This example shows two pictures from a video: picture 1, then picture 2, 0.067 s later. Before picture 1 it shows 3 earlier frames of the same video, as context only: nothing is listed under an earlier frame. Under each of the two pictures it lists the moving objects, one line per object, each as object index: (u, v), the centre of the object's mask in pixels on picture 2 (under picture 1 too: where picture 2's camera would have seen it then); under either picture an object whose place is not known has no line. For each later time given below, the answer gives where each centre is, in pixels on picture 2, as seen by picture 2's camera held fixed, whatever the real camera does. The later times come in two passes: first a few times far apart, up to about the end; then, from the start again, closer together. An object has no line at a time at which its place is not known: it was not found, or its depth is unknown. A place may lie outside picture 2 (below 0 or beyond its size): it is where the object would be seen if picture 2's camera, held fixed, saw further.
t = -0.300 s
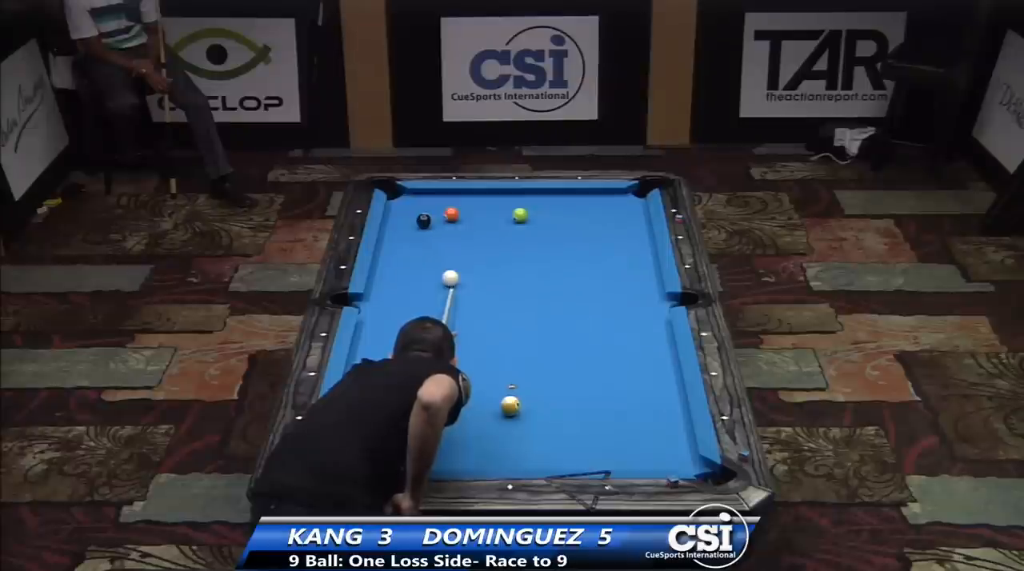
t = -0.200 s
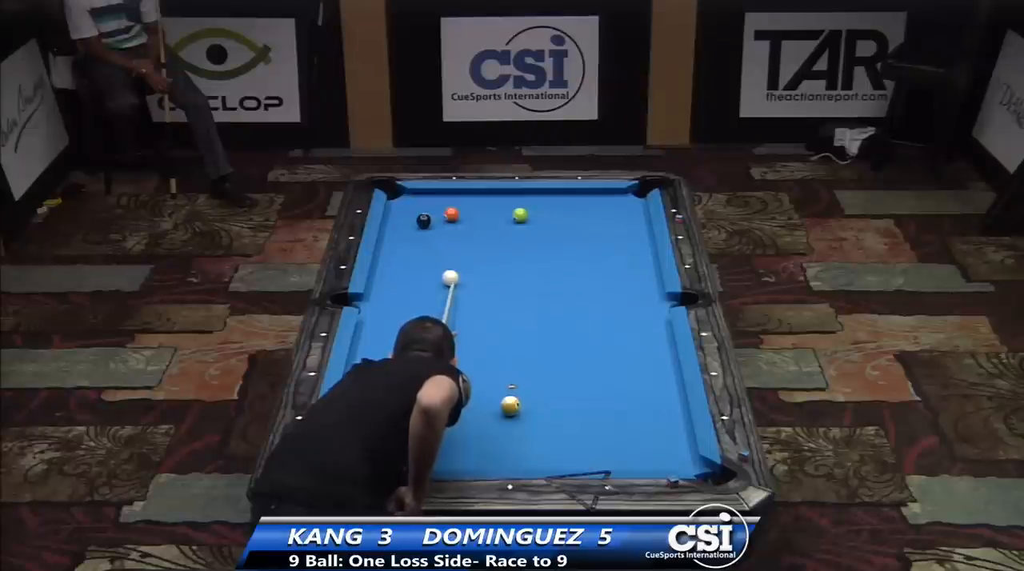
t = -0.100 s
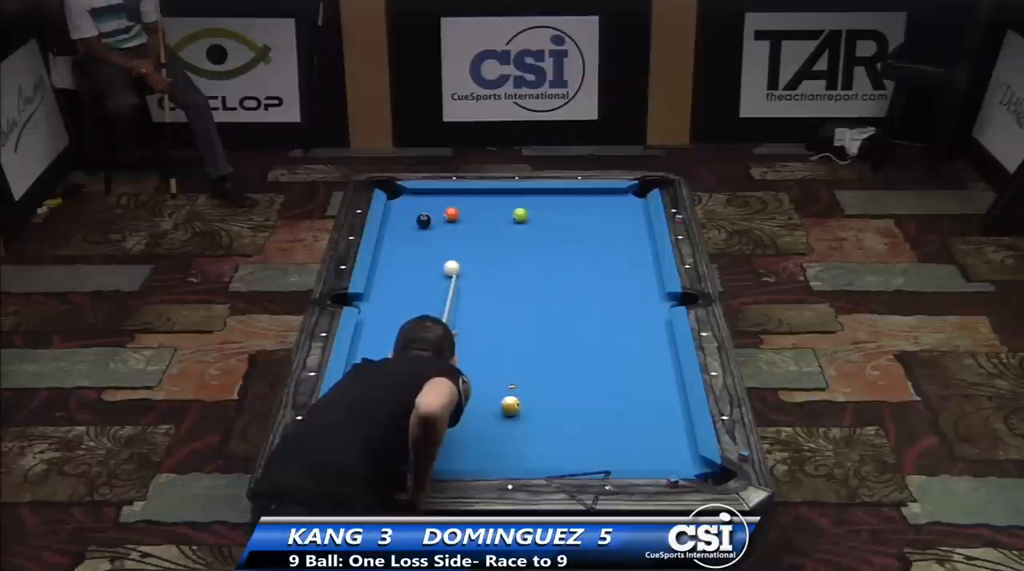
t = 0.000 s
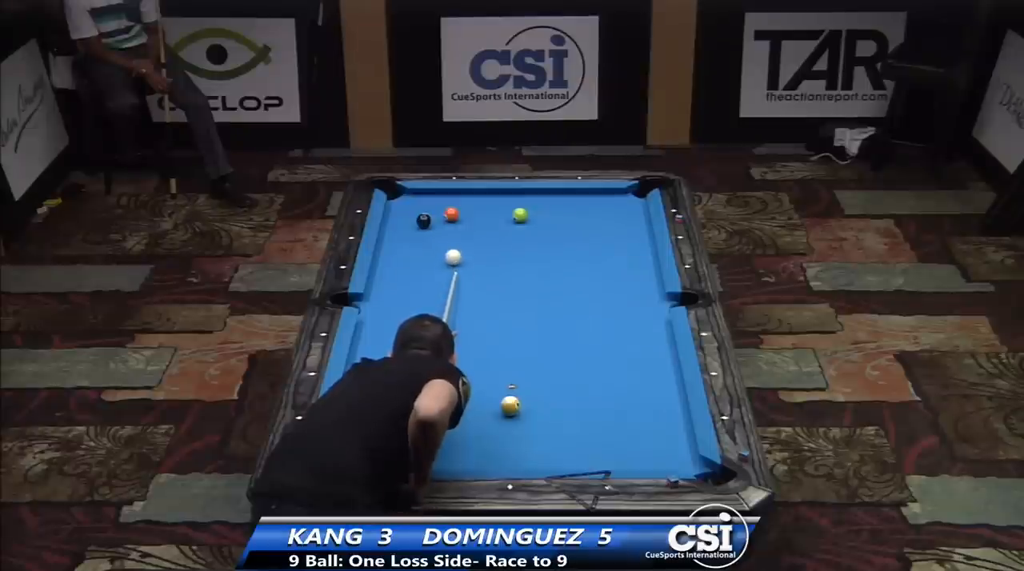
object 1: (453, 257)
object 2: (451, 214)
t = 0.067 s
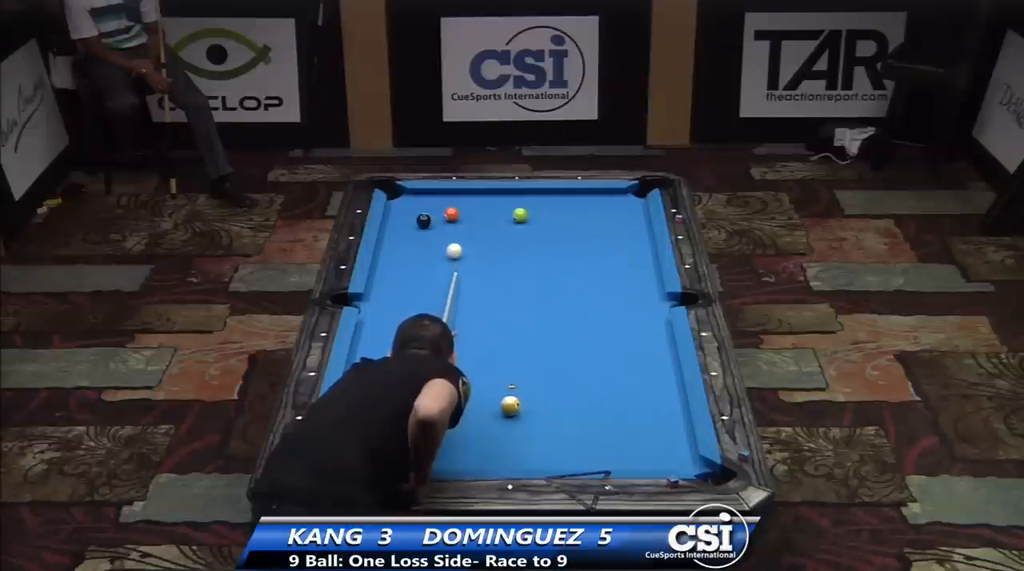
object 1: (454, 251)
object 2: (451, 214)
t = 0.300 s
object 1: (457, 231)
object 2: (451, 214)
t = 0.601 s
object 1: (473, 213)
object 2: (440, 208)
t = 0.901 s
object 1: (497, 202)
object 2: (423, 200)
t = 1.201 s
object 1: (519, 192)
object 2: (408, 193)
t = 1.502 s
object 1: (544, 197)
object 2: (392, 194)
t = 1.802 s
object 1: (568, 202)
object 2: (393, 193)
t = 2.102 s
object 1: (591, 207)
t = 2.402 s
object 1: (612, 212)
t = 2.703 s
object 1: (633, 216)
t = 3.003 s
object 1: (638, 220)
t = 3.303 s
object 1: (628, 223)
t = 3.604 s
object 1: (620, 226)
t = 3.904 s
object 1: (613, 227)
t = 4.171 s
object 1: (608, 229)
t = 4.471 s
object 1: (603, 231)
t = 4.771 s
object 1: (600, 232)
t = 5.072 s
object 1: (598, 232)
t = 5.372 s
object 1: (598, 232)
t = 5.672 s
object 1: (598, 232)
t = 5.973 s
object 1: (598, 232)
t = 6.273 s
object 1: (598, 232)
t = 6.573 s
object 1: (598, 232)
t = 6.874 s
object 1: (598, 232)
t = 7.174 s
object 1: (598, 232)
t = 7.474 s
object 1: (598, 232)
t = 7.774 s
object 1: (598, 232)
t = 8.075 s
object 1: (598, 232)
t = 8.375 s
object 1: (598, 232)
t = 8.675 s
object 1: (598, 232)
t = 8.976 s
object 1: (598, 232)
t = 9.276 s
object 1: (598, 232)
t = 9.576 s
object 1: (598, 232)
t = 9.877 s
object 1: (598, 232)
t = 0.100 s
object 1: (454, 248)
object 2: (451, 214)
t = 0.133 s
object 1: (455, 245)
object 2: (451, 214)
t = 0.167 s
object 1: (455, 242)
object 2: (451, 214)
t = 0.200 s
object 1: (456, 239)
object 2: (451, 214)
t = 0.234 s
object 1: (456, 236)
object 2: (451, 214)
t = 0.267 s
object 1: (456, 233)
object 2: (451, 214)
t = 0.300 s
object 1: (457, 231)
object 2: (451, 214)
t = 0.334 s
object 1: (458, 228)
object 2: (451, 214)
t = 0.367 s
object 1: (458, 225)
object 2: (451, 213)
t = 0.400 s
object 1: (459, 223)
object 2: (450, 213)
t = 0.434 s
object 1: (459, 220)
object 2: (450, 212)
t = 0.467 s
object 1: (462, 218)
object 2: (448, 213)
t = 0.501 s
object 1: (465, 217)
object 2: (446, 212)
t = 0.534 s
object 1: (468, 216)
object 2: (444, 211)
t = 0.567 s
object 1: (470, 214)
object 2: (442, 210)
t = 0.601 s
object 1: (473, 213)
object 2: (440, 208)
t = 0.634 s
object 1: (476, 212)
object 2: (438, 208)
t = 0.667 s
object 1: (479, 211)
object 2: (437, 206)
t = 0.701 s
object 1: (481, 210)
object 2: (435, 206)
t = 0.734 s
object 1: (484, 208)
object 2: (433, 205)
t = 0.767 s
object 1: (487, 207)
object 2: (431, 203)
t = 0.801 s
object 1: (489, 206)
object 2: (429, 203)
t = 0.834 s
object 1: (492, 204)
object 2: (427, 202)
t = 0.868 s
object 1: (494, 203)
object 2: (425, 201)
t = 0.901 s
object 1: (497, 202)
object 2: (423, 200)
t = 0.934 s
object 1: (499, 201)
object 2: (422, 199)
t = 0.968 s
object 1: (502, 200)
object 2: (420, 198)
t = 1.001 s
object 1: (504, 199)
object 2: (418, 197)
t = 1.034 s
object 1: (507, 197)
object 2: (416, 197)
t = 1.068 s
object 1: (509, 196)
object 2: (415, 195)
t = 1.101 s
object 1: (512, 195)
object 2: (413, 195)
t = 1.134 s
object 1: (514, 194)
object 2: (411, 194)
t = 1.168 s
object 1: (516, 193)
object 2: (410, 193)
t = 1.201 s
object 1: (519, 192)
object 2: (408, 193)
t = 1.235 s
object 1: (522, 193)
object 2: (406, 193)
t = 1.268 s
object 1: (524, 193)
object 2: (405, 193)
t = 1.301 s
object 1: (527, 194)
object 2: (402, 193)
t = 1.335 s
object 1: (530, 194)
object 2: (401, 193)
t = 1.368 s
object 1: (533, 195)
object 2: (399, 193)
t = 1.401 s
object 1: (535, 196)
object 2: (397, 193)
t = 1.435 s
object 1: (538, 196)
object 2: (396, 193)
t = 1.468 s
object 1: (541, 197)
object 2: (394, 194)
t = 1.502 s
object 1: (544, 197)
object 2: (392, 194)
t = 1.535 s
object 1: (546, 198)
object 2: (391, 194)
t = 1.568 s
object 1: (549, 198)
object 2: (391, 194)
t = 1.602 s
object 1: (552, 199)
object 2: (392, 194)
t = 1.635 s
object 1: (554, 200)
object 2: (392, 193)
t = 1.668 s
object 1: (557, 200)
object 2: (392, 194)
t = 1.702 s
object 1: (560, 201)
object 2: (393, 193)
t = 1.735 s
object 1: (562, 201)
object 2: (393, 193)
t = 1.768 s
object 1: (565, 202)
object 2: (393, 193)
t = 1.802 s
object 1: (568, 202)
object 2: (393, 193)
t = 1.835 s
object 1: (570, 203)
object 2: (394, 192)
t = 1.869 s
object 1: (573, 204)
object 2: (394, 192)
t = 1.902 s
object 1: (575, 204)
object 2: (394, 192)
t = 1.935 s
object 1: (578, 205)
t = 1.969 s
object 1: (581, 205)
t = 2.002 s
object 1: (583, 206)
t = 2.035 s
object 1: (585, 206)
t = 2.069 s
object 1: (588, 207)
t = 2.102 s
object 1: (591, 207)
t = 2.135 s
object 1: (593, 208)
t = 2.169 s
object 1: (595, 209)
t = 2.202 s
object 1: (598, 209)
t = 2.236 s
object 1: (600, 209)
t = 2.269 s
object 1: (603, 210)
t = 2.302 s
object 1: (605, 210)
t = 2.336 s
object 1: (608, 211)
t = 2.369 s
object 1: (610, 211)
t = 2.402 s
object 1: (612, 212)
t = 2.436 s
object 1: (615, 212)
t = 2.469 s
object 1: (617, 213)
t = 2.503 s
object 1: (619, 213)
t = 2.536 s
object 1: (622, 214)
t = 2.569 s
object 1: (624, 214)
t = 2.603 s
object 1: (626, 215)
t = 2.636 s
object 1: (629, 215)
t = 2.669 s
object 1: (631, 215)
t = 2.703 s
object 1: (633, 216)
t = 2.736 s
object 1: (635, 216)
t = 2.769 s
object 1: (637, 217)
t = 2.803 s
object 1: (640, 217)
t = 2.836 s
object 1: (642, 218)
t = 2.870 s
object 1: (642, 218)
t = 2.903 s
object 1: (641, 219)
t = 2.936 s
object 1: (640, 219)
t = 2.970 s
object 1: (639, 219)
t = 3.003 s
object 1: (638, 220)
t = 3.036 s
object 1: (637, 220)
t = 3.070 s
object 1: (635, 220)
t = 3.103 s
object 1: (634, 221)
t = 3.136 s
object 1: (633, 221)
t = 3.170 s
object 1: (632, 222)
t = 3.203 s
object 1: (631, 222)
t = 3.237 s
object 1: (630, 222)
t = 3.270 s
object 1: (629, 222)
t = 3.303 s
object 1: (628, 223)
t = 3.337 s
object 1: (627, 223)
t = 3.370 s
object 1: (626, 224)
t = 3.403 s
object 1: (625, 224)
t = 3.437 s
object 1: (624, 224)
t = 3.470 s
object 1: (623, 225)
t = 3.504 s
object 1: (622, 225)
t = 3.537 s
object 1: (621, 225)
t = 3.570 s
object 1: (620, 225)
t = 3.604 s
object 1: (620, 226)
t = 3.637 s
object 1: (619, 226)
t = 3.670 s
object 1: (618, 226)
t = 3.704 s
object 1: (618, 226)
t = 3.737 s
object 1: (617, 227)
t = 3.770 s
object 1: (616, 227)
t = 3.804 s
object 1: (615, 227)
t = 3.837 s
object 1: (614, 227)
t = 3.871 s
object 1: (614, 227)
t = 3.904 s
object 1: (613, 227)
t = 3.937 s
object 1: (612, 228)
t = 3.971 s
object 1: (611, 228)
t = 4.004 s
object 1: (611, 228)
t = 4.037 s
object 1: (610, 228)
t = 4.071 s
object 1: (610, 229)
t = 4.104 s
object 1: (609, 229)
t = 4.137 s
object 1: (608, 229)
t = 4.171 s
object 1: (608, 229)
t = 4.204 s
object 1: (607, 230)
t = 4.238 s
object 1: (607, 230)
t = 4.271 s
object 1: (606, 230)
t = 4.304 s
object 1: (606, 230)
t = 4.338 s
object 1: (605, 230)
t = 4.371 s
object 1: (604, 230)
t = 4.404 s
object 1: (604, 230)
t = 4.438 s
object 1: (603, 231)
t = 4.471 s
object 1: (603, 231)
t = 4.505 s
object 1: (603, 231)
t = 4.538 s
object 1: (602, 231)
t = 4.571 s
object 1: (602, 231)
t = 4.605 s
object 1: (601, 231)
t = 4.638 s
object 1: (601, 231)
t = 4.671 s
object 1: (601, 231)
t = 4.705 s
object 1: (600, 231)
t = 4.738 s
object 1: (600, 231)
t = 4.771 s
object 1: (600, 232)
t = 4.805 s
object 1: (600, 232)
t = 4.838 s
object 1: (599, 232)
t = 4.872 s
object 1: (599, 232)
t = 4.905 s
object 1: (599, 232)
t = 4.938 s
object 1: (599, 232)
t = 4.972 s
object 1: (598, 232)
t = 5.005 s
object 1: (598, 232)
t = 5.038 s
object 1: (598, 232)
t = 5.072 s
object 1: (598, 232)
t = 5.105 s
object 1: (598, 232)
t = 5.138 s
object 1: (598, 232)
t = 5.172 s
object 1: (598, 232)
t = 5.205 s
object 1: (598, 232)
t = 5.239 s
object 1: (598, 232)
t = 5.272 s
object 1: (598, 232)
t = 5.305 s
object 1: (598, 232)
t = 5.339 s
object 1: (598, 232)
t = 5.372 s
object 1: (598, 232)
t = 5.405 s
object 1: (598, 232)
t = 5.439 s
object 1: (598, 232)
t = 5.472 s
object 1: (598, 232)
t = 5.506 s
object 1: (598, 232)
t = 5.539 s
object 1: (598, 232)
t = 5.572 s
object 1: (598, 232)
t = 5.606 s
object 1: (598, 232)
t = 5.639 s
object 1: (598, 232)
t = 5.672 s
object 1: (598, 232)
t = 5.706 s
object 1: (598, 232)
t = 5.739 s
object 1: (598, 232)
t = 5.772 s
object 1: (598, 232)
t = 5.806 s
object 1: (598, 232)
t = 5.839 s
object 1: (598, 232)
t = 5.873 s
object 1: (598, 232)
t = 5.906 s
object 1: (598, 232)
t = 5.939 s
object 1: (598, 232)
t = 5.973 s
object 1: (598, 232)
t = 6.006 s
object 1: (598, 232)
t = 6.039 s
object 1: (598, 232)
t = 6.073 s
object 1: (598, 232)
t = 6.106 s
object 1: (598, 232)
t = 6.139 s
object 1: (598, 232)
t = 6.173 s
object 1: (598, 232)
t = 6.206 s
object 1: (598, 232)
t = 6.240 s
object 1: (598, 232)
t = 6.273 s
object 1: (598, 232)
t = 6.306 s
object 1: (598, 232)
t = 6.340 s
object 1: (598, 232)
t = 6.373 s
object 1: (598, 232)
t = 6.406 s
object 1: (598, 232)
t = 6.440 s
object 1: (598, 232)
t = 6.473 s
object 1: (598, 232)
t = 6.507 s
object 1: (598, 232)
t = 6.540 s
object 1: (598, 232)
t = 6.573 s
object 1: (598, 232)
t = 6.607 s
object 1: (598, 232)
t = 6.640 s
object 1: (598, 232)
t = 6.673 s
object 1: (598, 232)
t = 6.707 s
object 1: (598, 232)
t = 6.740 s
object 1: (598, 232)
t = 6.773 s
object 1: (598, 232)
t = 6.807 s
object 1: (598, 232)
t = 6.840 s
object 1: (598, 232)
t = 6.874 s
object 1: (598, 232)
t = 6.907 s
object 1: (598, 232)
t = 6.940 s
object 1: (598, 232)
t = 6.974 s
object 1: (598, 232)
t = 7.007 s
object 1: (598, 232)
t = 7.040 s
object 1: (598, 232)
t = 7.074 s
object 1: (598, 232)
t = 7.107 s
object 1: (598, 232)
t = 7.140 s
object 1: (598, 232)
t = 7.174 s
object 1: (598, 232)
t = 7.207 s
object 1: (598, 232)
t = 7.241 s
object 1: (598, 232)
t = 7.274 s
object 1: (598, 232)
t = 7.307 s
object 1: (598, 232)
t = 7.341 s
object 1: (598, 232)
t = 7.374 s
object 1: (598, 232)
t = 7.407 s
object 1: (598, 232)
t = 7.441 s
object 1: (598, 232)
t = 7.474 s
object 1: (598, 232)
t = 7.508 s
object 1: (598, 232)
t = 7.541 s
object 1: (598, 232)
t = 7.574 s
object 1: (598, 232)
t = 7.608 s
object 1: (598, 232)
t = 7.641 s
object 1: (598, 232)
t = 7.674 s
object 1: (598, 232)
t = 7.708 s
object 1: (598, 232)
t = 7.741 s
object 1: (598, 232)
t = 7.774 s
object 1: (598, 232)
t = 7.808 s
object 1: (598, 232)
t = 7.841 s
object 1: (598, 232)
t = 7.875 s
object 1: (598, 232)
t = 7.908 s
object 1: (598, 232)
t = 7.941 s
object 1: (598, 232)
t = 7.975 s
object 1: (598, 232)
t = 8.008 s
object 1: (598, 232)
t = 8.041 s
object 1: (598, 232)
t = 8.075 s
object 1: (598, 232)
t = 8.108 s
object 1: (598, 232)
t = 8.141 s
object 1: (598, 232)
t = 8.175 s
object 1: (598, 232)
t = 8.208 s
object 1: (598, 232)
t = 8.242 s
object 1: (598, 232)
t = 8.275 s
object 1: (598, 232)
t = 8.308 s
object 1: (598, 232)
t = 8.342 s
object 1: (598, 232)
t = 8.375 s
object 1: (598, 232)
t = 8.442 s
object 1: (598, 232)
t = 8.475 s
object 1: (598, 232)
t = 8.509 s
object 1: (598, 232)
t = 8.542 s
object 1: (598, 232)
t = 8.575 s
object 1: (598, 232)
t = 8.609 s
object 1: (598, 232)
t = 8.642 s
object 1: (598, 232)
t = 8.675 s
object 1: (598, 232)
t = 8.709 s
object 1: (598, 232)
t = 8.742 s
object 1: (598, 232)
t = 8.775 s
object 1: (598, 232)
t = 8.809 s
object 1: (598, 232)
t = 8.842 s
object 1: (598, 232)
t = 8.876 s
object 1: (598, 232)
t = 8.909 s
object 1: (598, 232)
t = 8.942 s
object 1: (598, 232)
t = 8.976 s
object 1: (598, 232)
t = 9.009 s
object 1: (598, 232)
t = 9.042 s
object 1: (598, 232)
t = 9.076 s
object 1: (598, 232)
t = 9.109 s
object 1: (598, 232)
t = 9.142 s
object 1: (598, 232)
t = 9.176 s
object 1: (598, 232)
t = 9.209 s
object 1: (598, 232)
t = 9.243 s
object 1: (598, 232)
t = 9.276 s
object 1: (598, 232)
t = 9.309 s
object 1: (598, 232)
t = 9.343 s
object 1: (598, 232)
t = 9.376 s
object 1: (598, 232)
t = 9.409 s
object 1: (598, 232)
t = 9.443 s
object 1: (598, 232)
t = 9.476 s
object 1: (598, 232)
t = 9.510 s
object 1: (598, 232)
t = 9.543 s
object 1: (598, 232)
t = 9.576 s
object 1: (598, 232)
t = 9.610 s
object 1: (598, 232)
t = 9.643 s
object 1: (598, 232)
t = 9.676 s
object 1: (598, 232)
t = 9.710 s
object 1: (598, 232)
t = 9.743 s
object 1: (598, 232)
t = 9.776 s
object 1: (598, 232)
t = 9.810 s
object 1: (598, 232)
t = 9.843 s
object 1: (598, 232)
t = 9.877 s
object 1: (598, 232)
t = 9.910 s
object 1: (598, 232)
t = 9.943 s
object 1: (598, 232)
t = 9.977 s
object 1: (598, 232)
